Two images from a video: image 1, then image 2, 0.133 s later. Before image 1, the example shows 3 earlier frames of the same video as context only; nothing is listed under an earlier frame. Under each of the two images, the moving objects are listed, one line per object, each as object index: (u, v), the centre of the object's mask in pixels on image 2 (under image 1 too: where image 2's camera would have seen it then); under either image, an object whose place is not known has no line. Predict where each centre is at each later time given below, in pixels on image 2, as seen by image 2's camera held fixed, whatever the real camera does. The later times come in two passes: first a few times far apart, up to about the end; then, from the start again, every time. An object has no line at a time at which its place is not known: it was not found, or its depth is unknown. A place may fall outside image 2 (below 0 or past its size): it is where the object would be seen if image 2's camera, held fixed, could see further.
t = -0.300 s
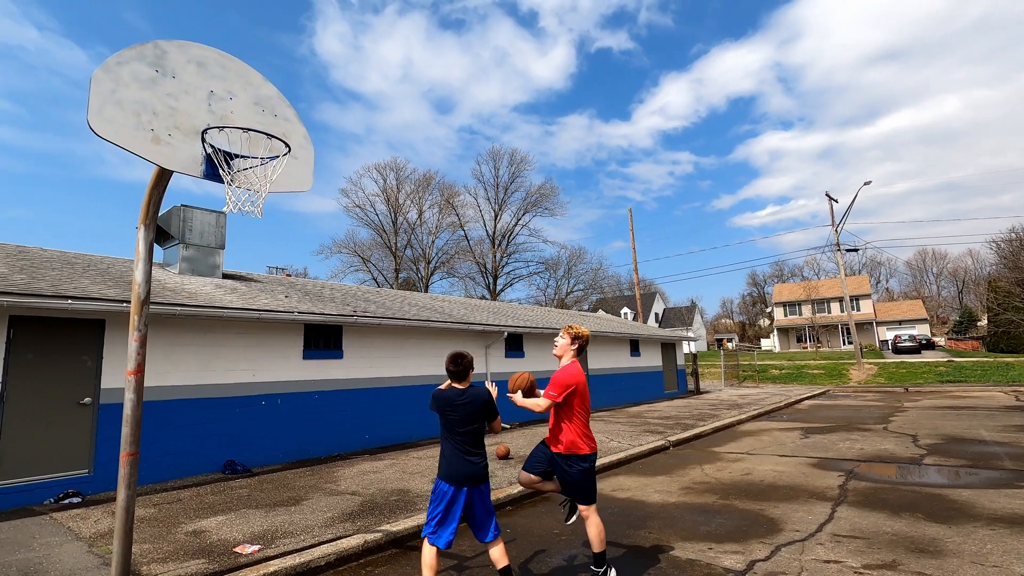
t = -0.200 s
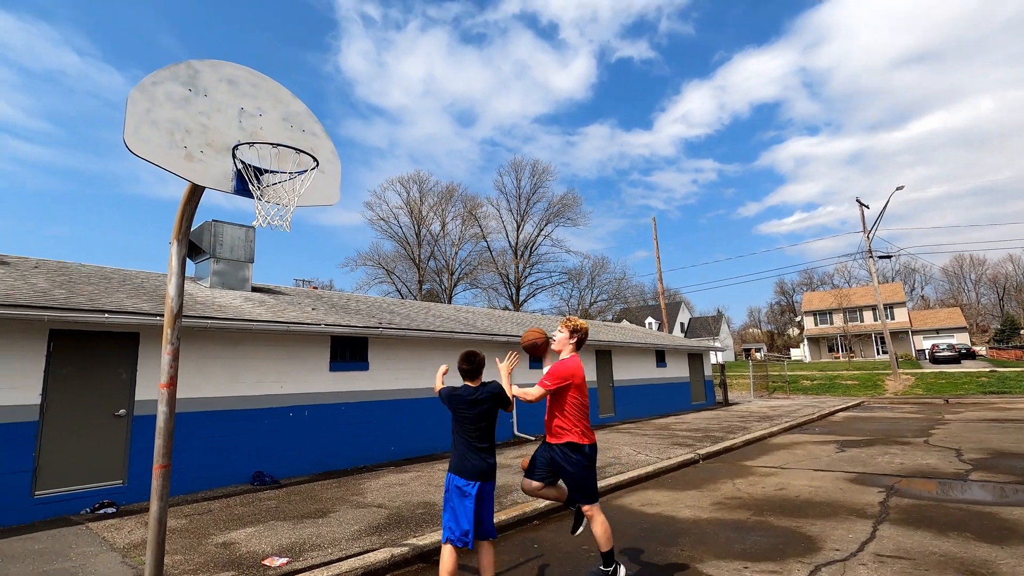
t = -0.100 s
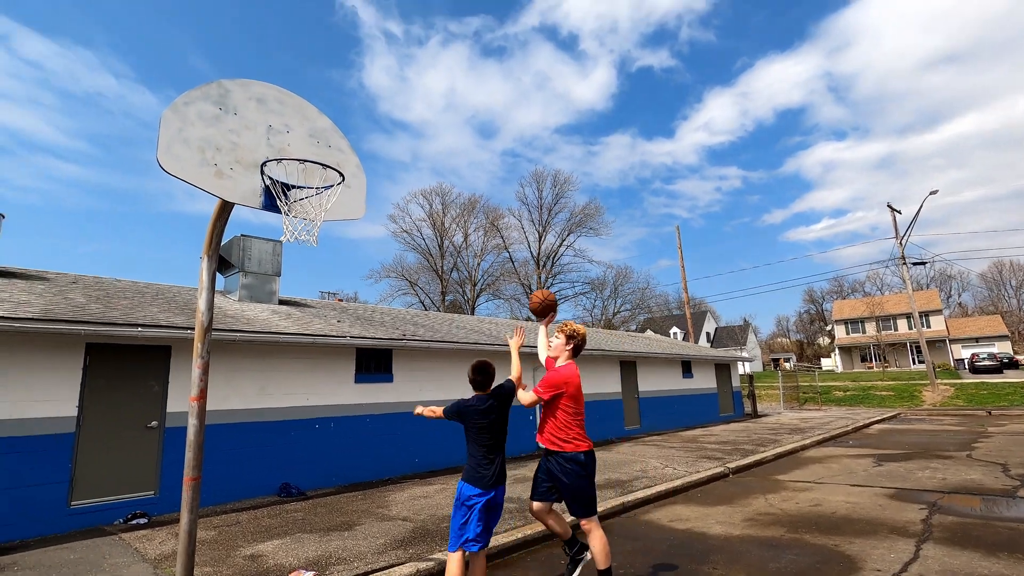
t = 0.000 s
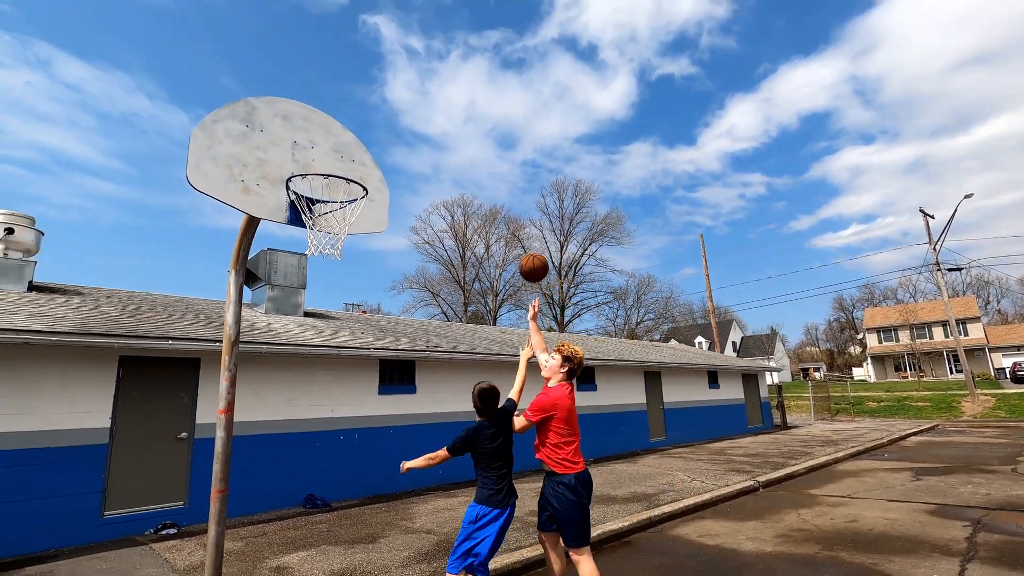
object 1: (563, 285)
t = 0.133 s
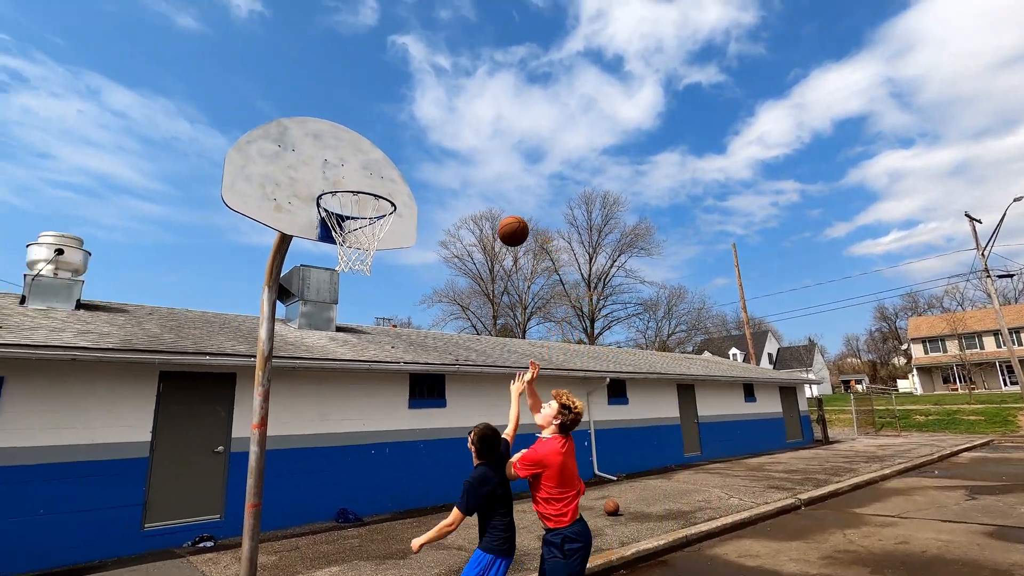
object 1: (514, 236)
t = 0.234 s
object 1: (474, 212)
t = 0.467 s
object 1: (374, 198)
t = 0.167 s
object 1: (501, 227)
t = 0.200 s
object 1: (488, 218)
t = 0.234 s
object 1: (474, 212)
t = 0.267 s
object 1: (462, 207)
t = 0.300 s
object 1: (447, 202)
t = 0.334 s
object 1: (433, 199)
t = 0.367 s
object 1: (419, 196)
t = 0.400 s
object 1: (404, 195)
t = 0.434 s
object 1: (389, 195)
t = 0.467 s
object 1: (374, 198)
